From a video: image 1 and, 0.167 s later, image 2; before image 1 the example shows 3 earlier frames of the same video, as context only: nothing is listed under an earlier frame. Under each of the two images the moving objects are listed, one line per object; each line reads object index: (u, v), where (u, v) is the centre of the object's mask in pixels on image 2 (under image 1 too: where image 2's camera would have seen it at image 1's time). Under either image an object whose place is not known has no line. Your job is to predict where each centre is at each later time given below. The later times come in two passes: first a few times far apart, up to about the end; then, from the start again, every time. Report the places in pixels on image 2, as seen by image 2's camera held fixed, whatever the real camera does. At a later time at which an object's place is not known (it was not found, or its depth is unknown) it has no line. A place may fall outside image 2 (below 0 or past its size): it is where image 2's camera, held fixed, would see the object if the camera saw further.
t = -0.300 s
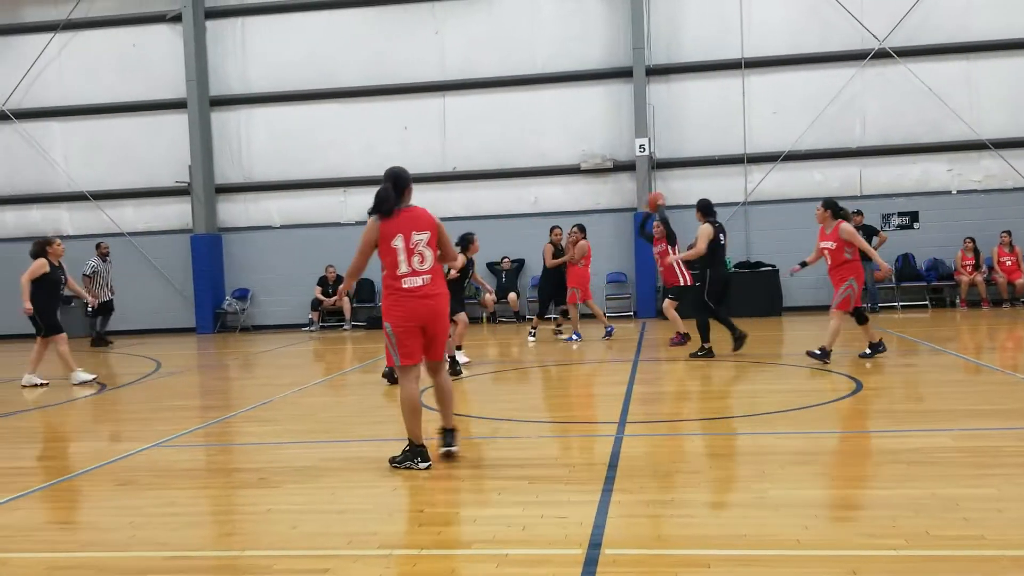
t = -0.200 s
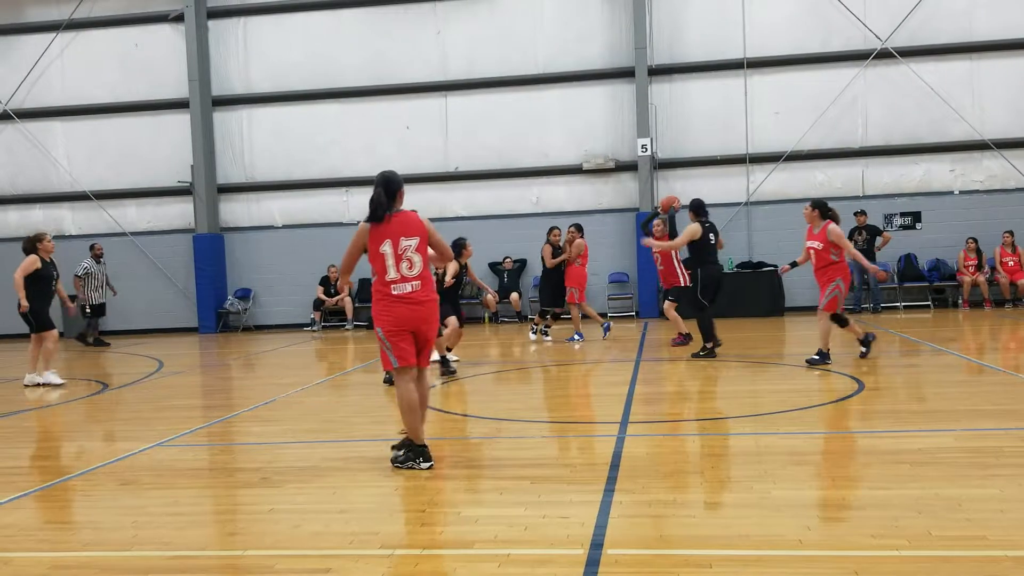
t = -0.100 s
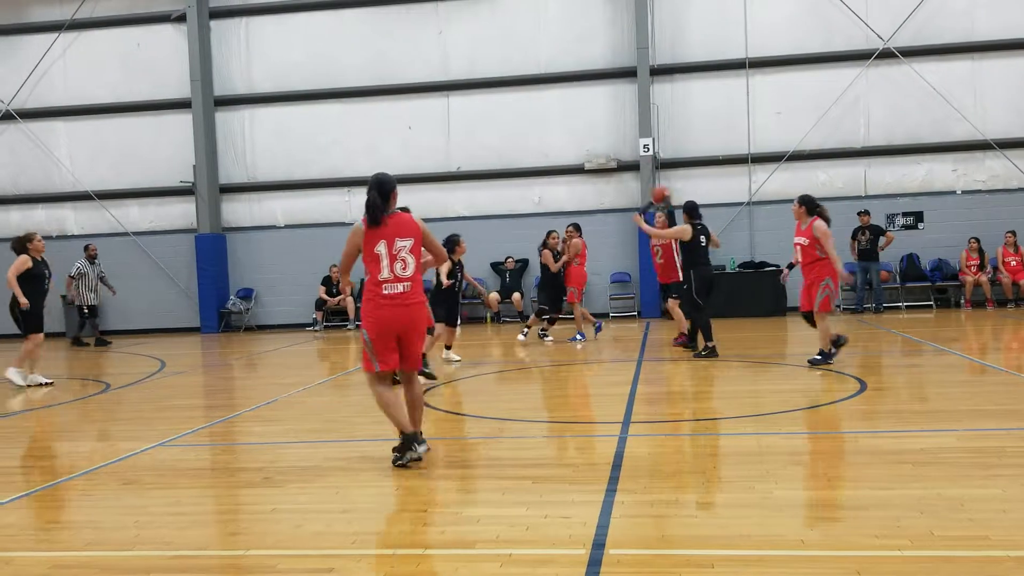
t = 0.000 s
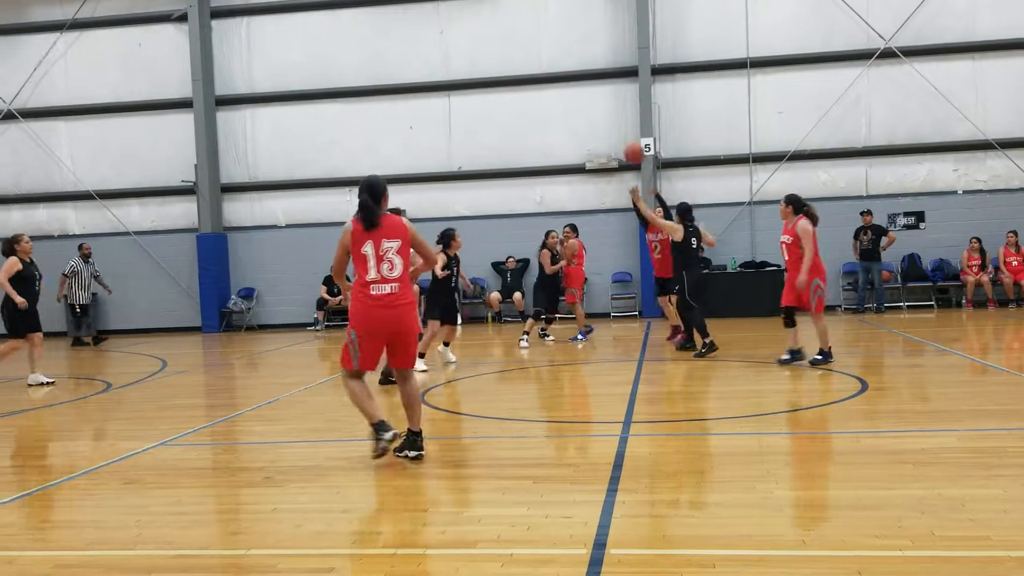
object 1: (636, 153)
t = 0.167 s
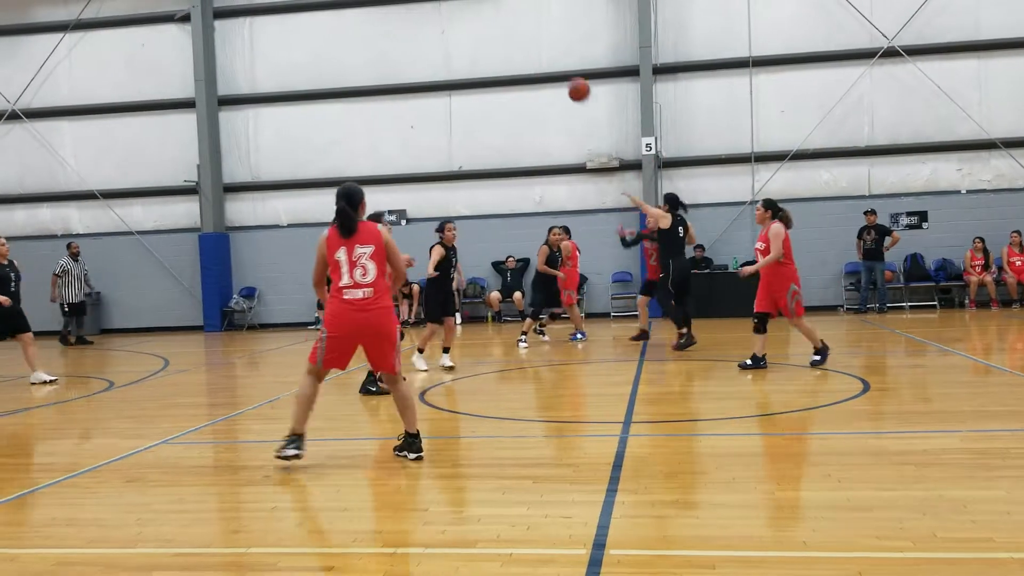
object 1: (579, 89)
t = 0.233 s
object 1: (554, 70)
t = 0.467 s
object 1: (444, 21)
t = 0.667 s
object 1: (317, 27)
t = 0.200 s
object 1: (566, 80)
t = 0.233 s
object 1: (554, 70)
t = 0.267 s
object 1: (540, 60)
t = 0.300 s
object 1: (526, 51)
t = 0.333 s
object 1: (511, 43)
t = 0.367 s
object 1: (496, 36)
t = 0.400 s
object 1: (479, 30)
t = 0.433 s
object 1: (462, 25)
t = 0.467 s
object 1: (444, 21)
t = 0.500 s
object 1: (426, 19)
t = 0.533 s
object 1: (406, 18)
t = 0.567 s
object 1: (385, 17)
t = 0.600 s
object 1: (363, 19)
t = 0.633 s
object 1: (341, 22)
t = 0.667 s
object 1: (317, 27)
